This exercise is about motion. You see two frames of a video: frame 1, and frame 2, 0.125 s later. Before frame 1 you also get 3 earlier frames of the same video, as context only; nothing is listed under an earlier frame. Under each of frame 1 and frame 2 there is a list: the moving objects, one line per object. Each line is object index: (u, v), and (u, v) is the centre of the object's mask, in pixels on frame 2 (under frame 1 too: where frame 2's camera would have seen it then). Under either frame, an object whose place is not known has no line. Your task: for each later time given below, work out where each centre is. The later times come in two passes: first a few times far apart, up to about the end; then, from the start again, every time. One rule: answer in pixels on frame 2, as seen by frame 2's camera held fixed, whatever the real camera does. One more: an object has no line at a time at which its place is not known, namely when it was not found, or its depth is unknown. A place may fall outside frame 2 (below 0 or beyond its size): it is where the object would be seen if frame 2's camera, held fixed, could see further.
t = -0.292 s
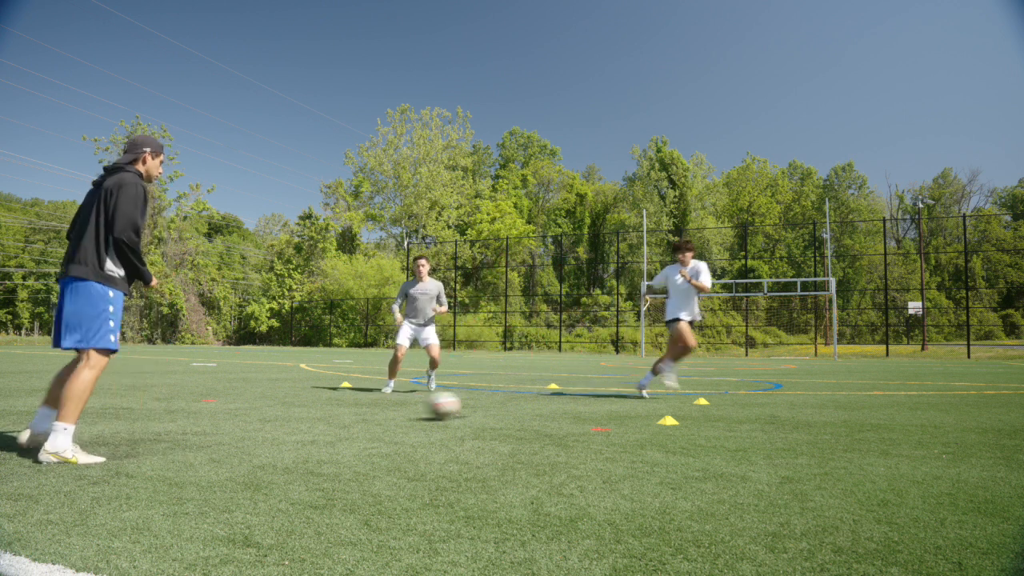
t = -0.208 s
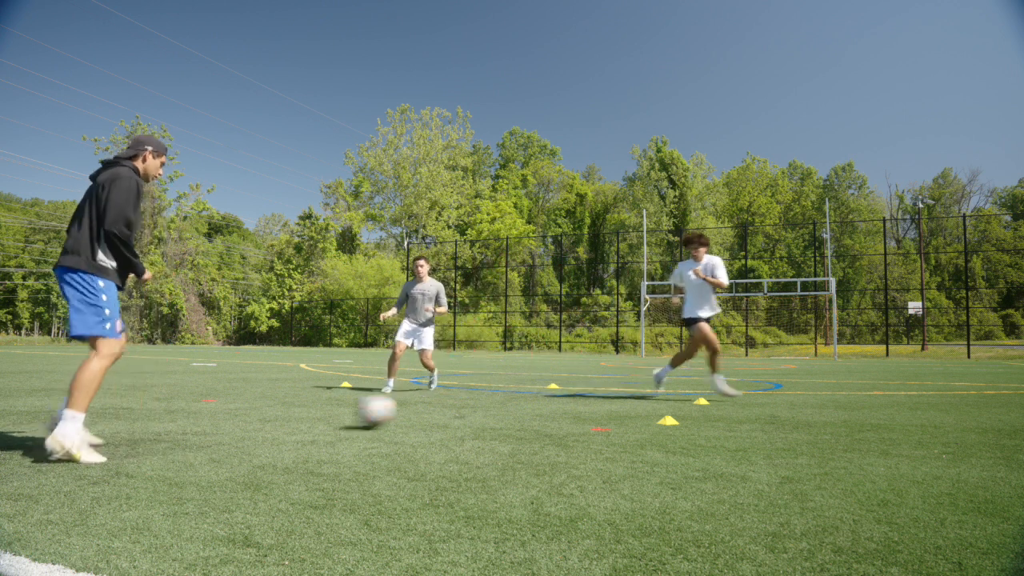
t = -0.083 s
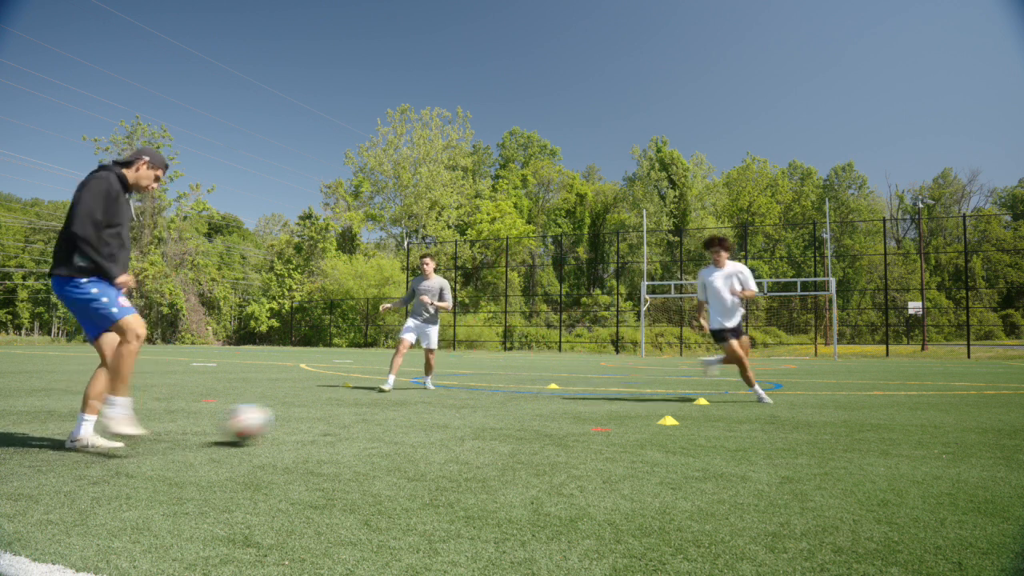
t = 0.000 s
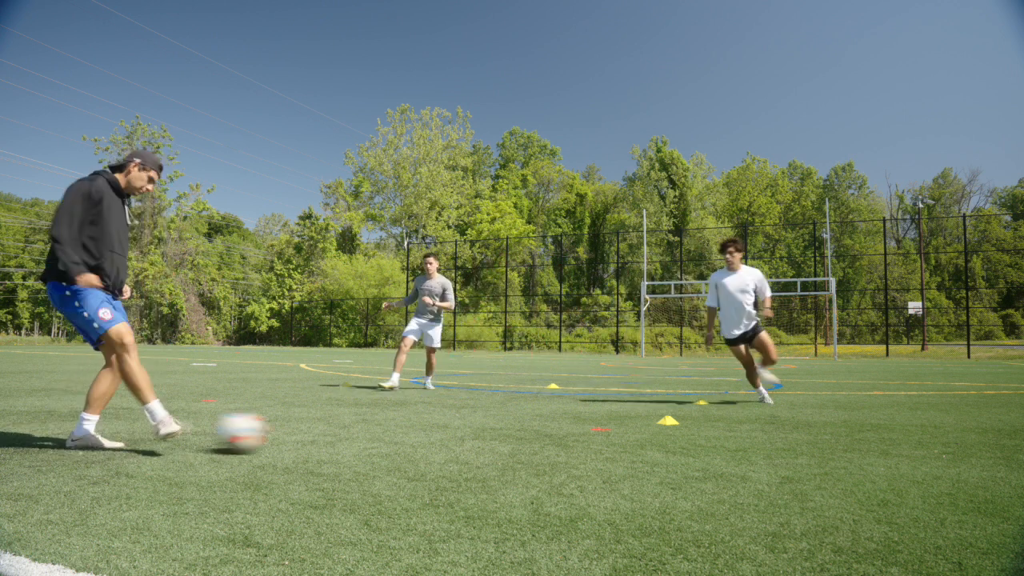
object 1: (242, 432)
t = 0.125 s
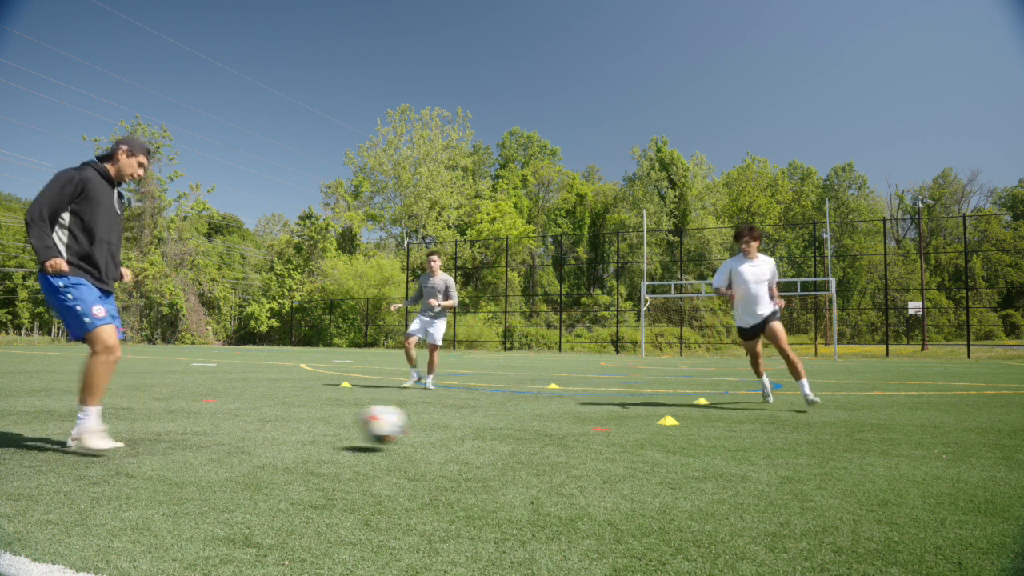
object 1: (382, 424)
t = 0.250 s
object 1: (501, 423)
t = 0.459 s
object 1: (640, 421)
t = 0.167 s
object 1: (428, 428)
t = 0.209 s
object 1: (468, 429)
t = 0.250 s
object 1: (501, 423)
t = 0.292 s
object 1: (531, 421)
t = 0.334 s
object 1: (559, 420)
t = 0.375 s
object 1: (590, 423)
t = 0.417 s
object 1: (617, 425)
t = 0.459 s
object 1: (640, 421)
